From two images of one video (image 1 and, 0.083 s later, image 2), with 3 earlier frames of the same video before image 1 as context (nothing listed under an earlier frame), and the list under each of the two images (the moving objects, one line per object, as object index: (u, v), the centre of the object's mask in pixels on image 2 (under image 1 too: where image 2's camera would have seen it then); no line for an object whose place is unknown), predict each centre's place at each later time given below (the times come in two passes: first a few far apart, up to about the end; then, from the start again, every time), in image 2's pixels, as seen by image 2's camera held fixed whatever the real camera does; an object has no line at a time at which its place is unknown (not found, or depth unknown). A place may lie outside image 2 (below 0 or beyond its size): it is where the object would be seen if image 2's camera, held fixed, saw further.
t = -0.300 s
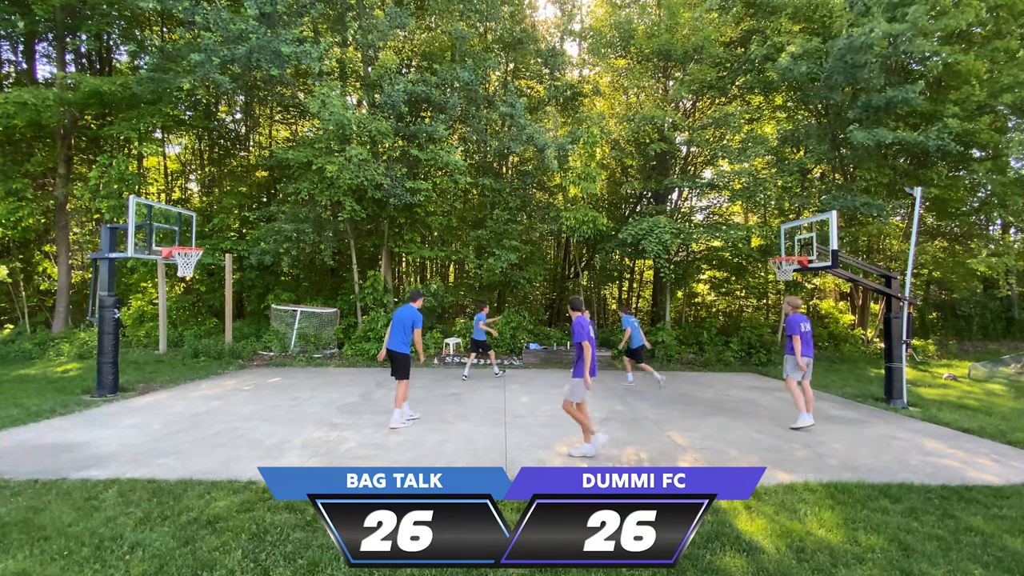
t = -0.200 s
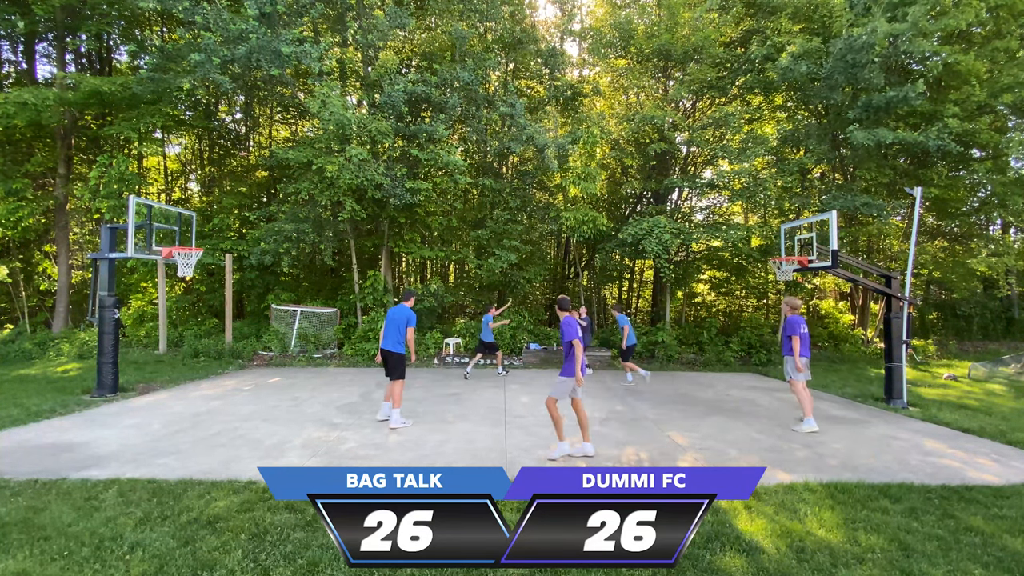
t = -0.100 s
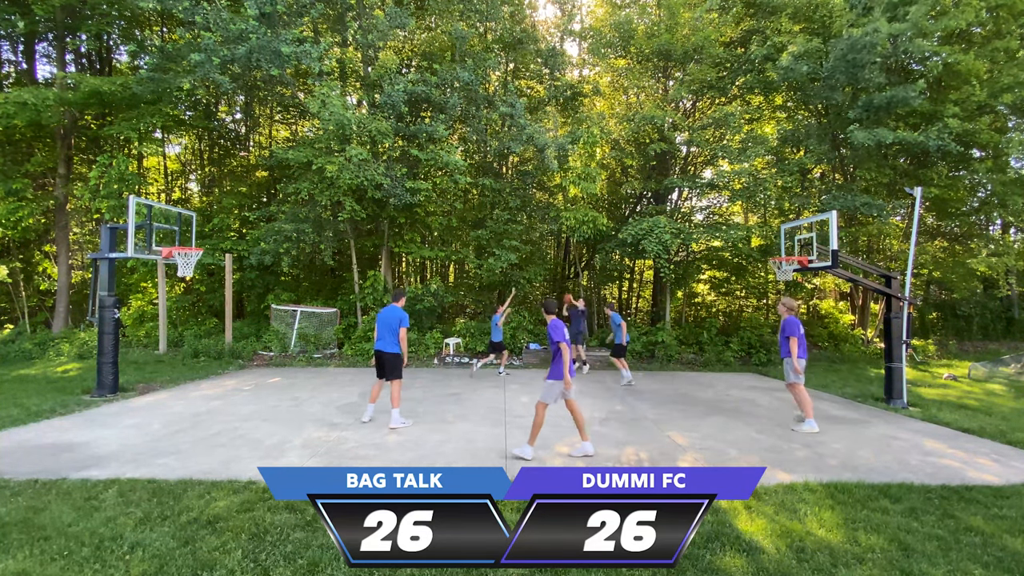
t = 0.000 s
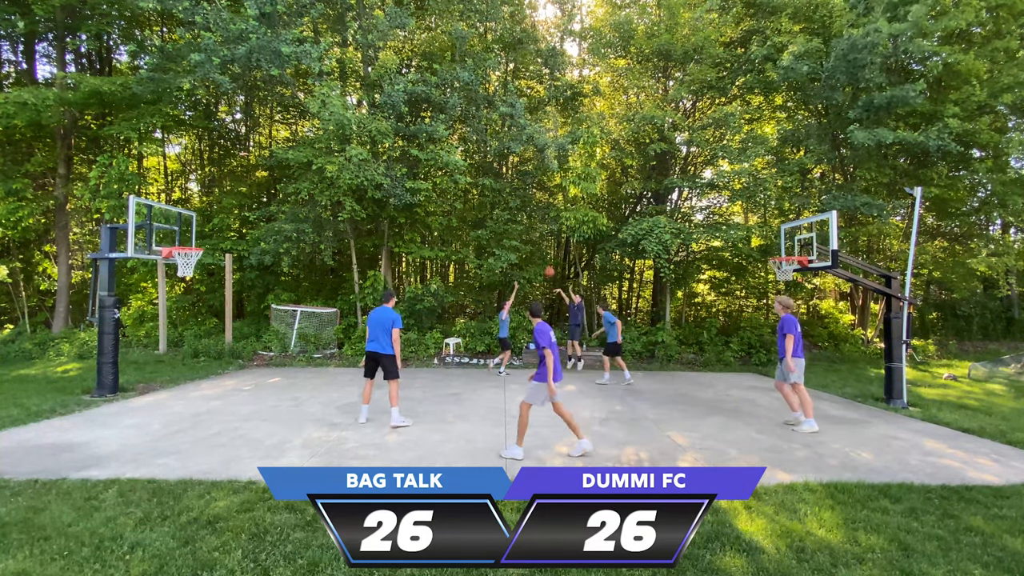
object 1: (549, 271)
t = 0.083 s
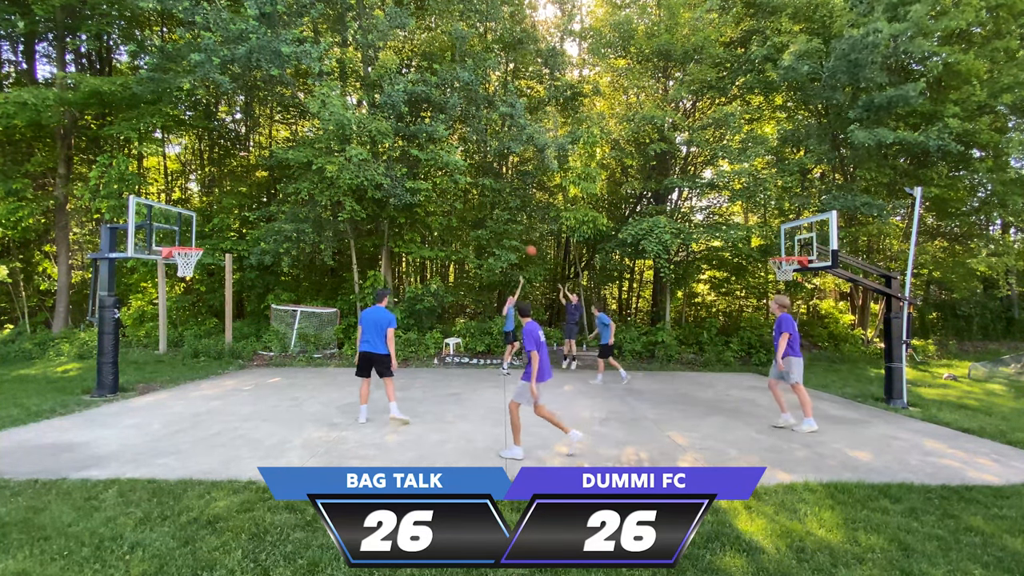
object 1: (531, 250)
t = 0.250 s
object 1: (492, 214)
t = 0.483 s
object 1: (434, 180)
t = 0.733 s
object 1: (364, 169)
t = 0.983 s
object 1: (287, 187)
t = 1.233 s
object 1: (201, 241)
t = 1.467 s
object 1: (182, 265)
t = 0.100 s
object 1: (527, 247)
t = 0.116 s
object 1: (523, 243)
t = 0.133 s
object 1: (519, 239)
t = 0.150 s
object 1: (516, 235)
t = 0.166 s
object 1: (512, 232)
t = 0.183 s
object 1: (508, 228)
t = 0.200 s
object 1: (504, 225)
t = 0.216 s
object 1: (500, 221)
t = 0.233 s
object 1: (497, 218)
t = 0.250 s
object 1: (492, 214)
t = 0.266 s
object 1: (488, 212)
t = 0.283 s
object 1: (484, 209)
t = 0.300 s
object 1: (479, 205)
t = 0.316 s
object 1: (476, 203)
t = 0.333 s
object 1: (472, 200)
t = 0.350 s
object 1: (468, 198)
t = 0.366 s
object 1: (464, 195)
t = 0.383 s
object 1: (459, 193)
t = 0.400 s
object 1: (455, 190)
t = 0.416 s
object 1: (451, 188)
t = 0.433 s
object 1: (447, 186)
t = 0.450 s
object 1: (443, 184)
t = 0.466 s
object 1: (438, 182)
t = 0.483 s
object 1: (434, 180)
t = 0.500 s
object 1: (429, 179)
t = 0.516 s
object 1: (425, 178)
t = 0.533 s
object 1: (421, 176)
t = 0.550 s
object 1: (416, 175)
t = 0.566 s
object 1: (412, 174)
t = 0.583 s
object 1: (407, 173)
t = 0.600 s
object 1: (403, 172)
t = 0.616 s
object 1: (398, 172)
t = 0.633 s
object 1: (393, 172)
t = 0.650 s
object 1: (389, 170)
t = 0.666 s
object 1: (384, 170)
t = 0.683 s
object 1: (379, 169)
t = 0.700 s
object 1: (375, 169)
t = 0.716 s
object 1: (369, 169)
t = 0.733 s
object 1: (364, 169)
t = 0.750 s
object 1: (360, 169)
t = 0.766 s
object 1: (355, 170)
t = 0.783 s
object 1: (350, 170)
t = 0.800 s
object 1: (344, 171)
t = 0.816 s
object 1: (339, 172)
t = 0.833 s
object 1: (334, 172)
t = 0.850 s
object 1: (329, 173)
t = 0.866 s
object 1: (324, 174)
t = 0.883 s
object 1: (319, 176)
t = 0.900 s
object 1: (313, 178)
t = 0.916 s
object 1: (308, 179)
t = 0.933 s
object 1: (303, 181)
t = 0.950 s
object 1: (297, 183)
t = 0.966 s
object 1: (292, 185)
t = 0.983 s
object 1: (287, 187)
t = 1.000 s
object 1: (281, 189)
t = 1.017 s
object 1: (276, 192)
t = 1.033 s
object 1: (270, 195)
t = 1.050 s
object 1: (265, 198)
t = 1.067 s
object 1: (259, 201)
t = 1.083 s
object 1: (253, 204)
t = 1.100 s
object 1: (248, 207)
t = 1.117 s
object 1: (242, 211)
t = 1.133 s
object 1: (236, 215)
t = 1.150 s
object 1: (230, 219)
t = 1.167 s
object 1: (223, 223)
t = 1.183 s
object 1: (218, 227)
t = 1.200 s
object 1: (212, 231)
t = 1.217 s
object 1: (206, 236)
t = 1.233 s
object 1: (201, 241)
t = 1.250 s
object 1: (195, 244)
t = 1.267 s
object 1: (188, 246)
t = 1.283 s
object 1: (184, 251)
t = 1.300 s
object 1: (182, 253)
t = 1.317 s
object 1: (179, 254)
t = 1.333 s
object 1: (178, 256)
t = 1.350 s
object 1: (177, 257)
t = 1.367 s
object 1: (177, 259)
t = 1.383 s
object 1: (177, 260)
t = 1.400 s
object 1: (177, 259)
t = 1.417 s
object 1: (179, 265)
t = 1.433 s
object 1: (181, 264)
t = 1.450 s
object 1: (181, 264)
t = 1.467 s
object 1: (182, 265)
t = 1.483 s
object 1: (183, 266)
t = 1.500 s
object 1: (184, 268)
